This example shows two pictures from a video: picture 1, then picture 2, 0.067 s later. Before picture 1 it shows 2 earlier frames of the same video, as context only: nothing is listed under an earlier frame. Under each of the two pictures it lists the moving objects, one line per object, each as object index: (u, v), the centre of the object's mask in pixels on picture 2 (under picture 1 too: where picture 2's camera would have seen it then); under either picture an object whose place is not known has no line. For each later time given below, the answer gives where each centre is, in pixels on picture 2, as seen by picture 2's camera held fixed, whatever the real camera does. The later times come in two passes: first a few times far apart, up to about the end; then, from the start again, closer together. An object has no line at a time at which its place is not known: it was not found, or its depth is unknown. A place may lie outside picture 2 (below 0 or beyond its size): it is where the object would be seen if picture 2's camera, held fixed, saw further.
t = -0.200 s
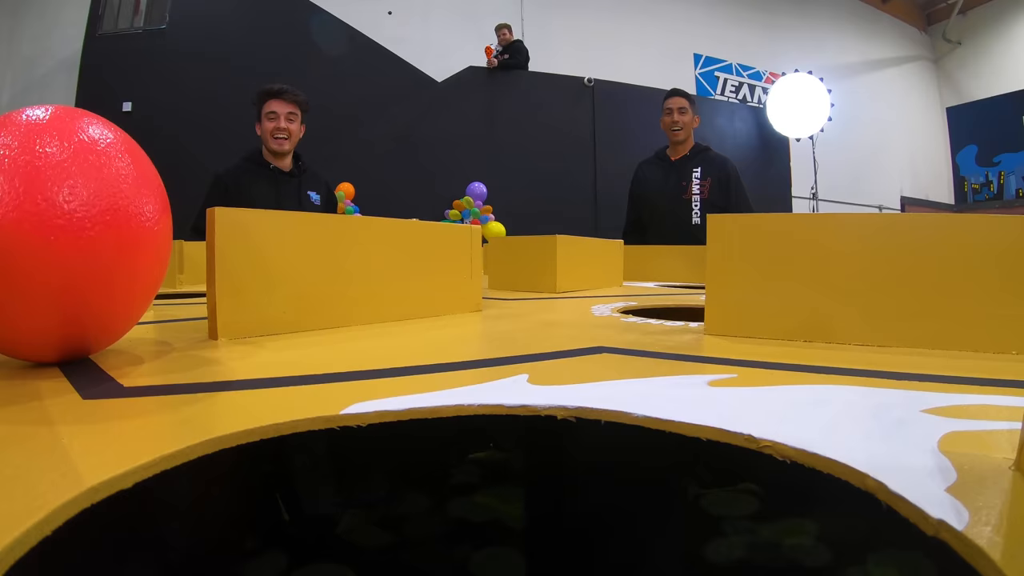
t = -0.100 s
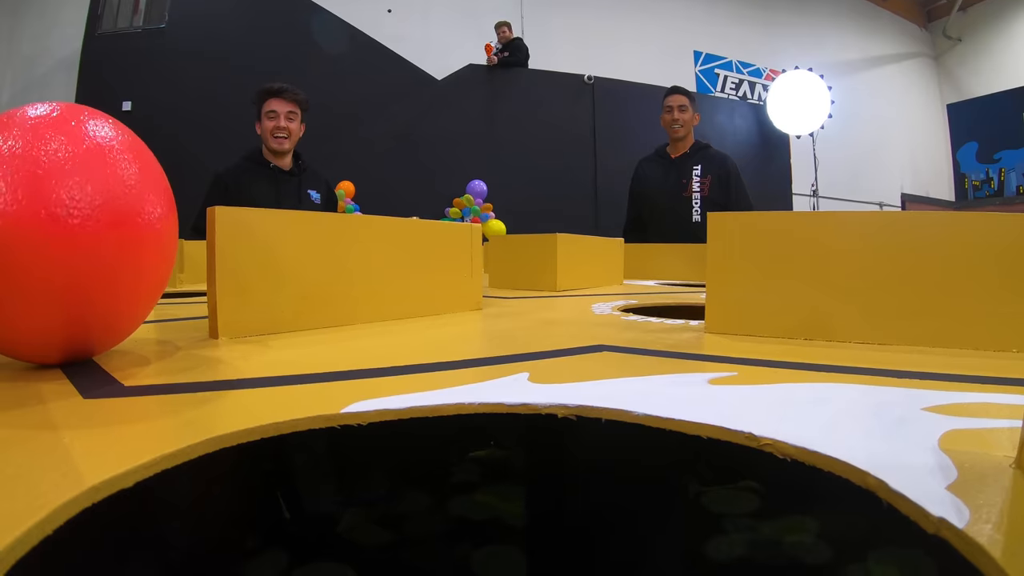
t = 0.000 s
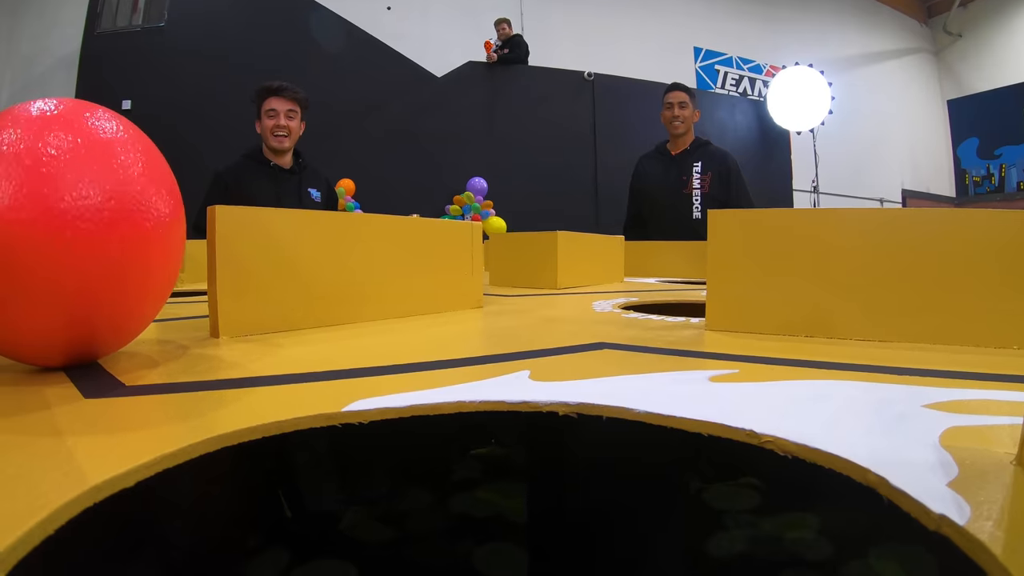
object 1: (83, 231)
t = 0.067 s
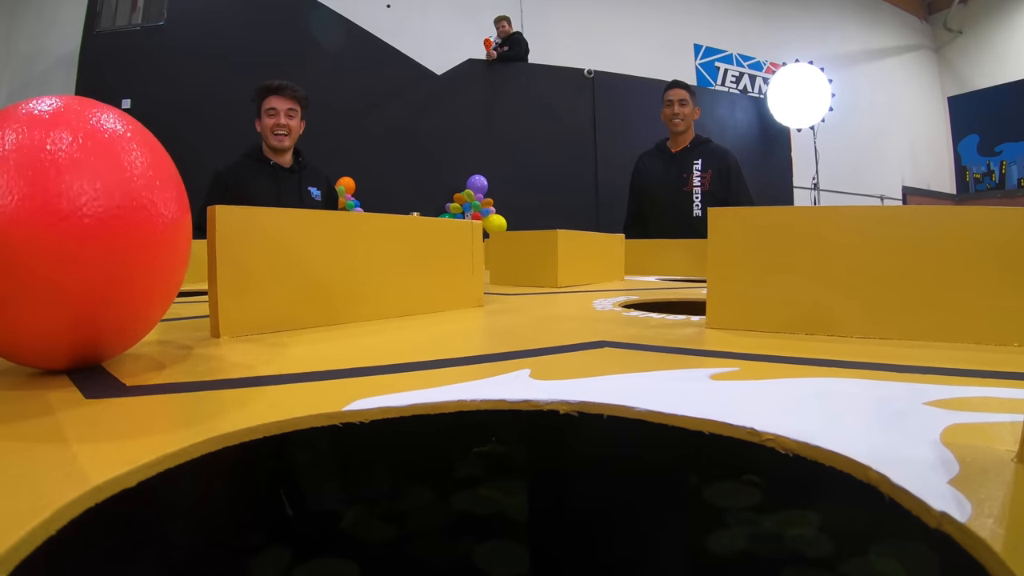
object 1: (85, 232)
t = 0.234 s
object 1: (91, 234)
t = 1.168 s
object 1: (450, 224)
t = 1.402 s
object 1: (598, 220)
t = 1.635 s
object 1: (671, 225)
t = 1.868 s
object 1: (700, 219)
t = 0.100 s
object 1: (86, 232)
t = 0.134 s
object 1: (87, 233)
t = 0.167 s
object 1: (89, 234)
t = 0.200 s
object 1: (90, 234)
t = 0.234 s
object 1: (91, 234)
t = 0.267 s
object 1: (92, 234)
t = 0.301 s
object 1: (94, 233)
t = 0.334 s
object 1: (95, 232)
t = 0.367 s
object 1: (97, 230)
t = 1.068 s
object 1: (372, 225)
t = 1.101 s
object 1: (398, 225)
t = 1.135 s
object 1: (424, 224)
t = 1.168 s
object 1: (450, 224)
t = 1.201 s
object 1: (475, 222)
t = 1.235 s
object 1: (498, 221)
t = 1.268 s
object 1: (520, 221)
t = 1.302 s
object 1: (542, 220)
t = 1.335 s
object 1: (562, 221)
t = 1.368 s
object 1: (580, 221)
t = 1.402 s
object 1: (598, 220)
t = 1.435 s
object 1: (615, 221)
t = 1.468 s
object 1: (630, 221)
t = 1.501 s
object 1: (644, 222)
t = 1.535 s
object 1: (657, 223)
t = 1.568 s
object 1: (669, 225)
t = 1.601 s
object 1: (672, 224)
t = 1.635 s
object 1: (671, 225)
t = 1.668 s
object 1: (671, 226)
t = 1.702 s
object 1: (671, 225)
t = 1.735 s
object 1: (673, 225)
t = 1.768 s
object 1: (674, 225)
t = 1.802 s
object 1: (677, 224)
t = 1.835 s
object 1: (687, 222)
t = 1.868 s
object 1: (700, 219)
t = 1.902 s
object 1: (716, 221)
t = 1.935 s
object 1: (735, 219)
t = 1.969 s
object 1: (756, 216)
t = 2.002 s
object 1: (780, 214)
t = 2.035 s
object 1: (808, 212)
